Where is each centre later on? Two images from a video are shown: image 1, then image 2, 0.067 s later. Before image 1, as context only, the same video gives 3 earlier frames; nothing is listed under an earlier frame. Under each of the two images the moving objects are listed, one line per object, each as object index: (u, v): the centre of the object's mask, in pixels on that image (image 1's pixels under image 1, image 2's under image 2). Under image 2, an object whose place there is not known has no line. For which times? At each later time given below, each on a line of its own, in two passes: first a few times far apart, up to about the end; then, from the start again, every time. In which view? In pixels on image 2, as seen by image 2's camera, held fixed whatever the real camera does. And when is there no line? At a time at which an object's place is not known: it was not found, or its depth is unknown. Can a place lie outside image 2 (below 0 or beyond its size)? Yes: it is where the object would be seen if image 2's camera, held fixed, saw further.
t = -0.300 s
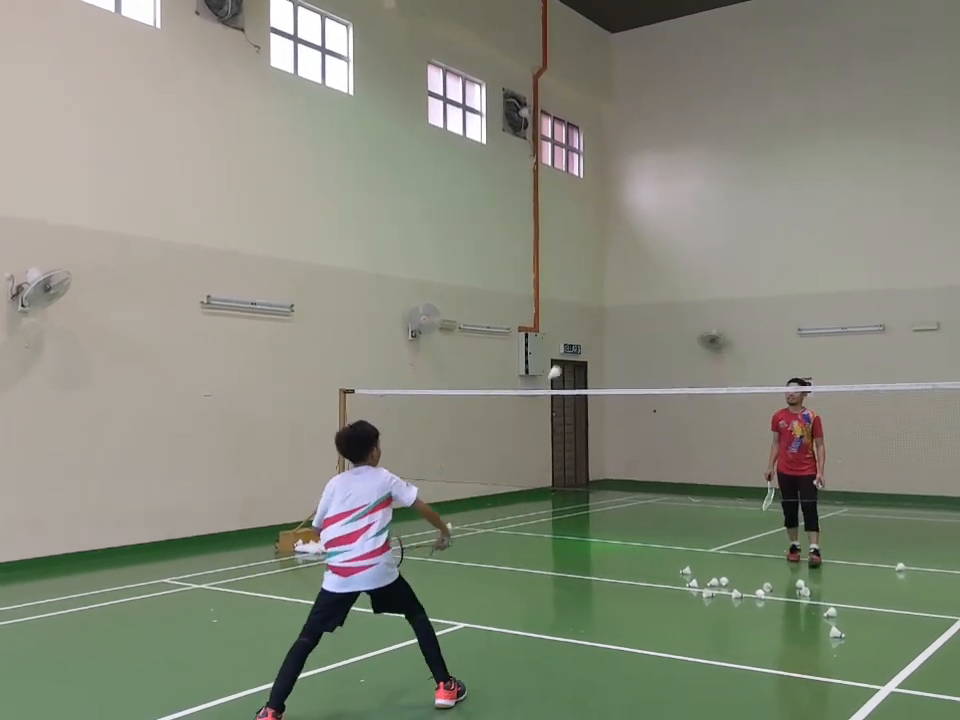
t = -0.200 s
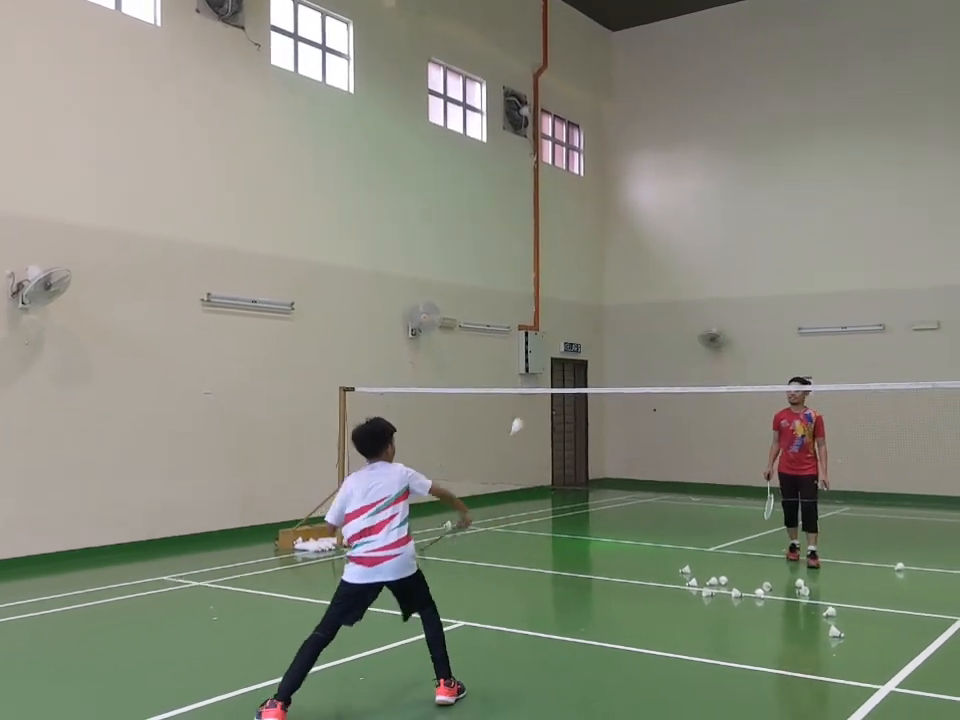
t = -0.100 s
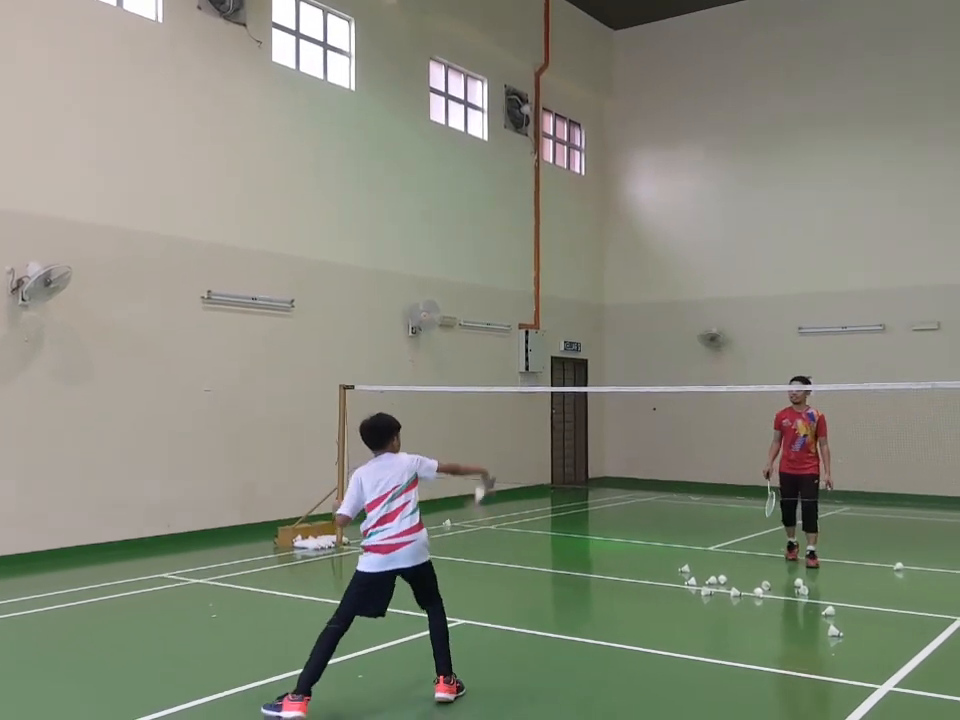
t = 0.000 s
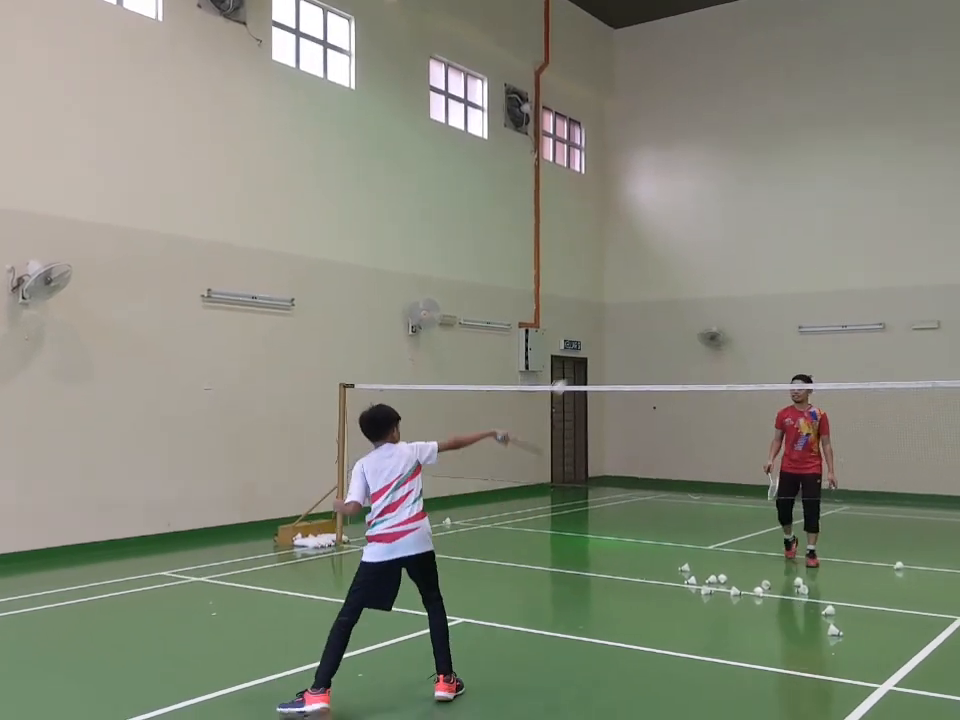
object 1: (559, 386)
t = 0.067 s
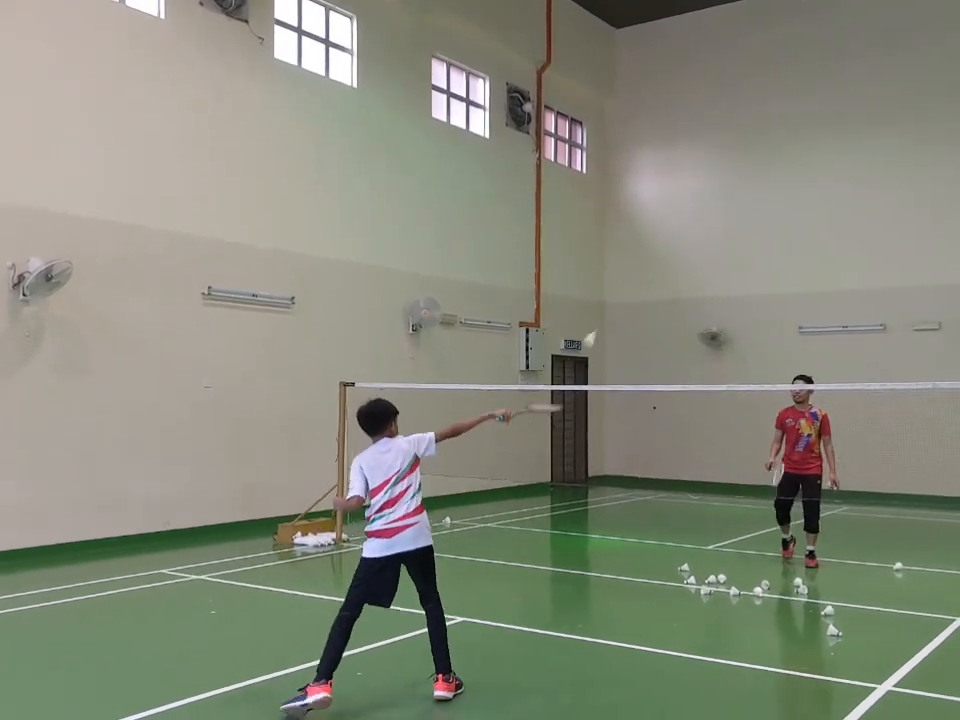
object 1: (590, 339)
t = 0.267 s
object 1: (681, 261)
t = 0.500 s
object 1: (754, 258)
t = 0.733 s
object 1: (813, 317)
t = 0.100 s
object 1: (605, 317)
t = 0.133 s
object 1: (622, 300)
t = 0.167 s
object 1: (638, 288)
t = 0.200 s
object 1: (653, 276)
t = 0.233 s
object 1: (668, 268)
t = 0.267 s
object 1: (681, 261)
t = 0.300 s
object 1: (694, 256)
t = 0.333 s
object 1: (705, 253)
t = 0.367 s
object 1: (715, 251)
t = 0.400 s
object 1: (725, 251)
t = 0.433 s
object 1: (736, 252)
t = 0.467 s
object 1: (746, 254)
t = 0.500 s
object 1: (754, 258)
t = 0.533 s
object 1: (764, 262)
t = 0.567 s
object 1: (773, 268)
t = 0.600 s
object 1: (781, 276)
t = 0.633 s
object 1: (790, 285)
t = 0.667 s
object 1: (798, 294)
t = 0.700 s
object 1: (805, 304)
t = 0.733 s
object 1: (813, 317)
